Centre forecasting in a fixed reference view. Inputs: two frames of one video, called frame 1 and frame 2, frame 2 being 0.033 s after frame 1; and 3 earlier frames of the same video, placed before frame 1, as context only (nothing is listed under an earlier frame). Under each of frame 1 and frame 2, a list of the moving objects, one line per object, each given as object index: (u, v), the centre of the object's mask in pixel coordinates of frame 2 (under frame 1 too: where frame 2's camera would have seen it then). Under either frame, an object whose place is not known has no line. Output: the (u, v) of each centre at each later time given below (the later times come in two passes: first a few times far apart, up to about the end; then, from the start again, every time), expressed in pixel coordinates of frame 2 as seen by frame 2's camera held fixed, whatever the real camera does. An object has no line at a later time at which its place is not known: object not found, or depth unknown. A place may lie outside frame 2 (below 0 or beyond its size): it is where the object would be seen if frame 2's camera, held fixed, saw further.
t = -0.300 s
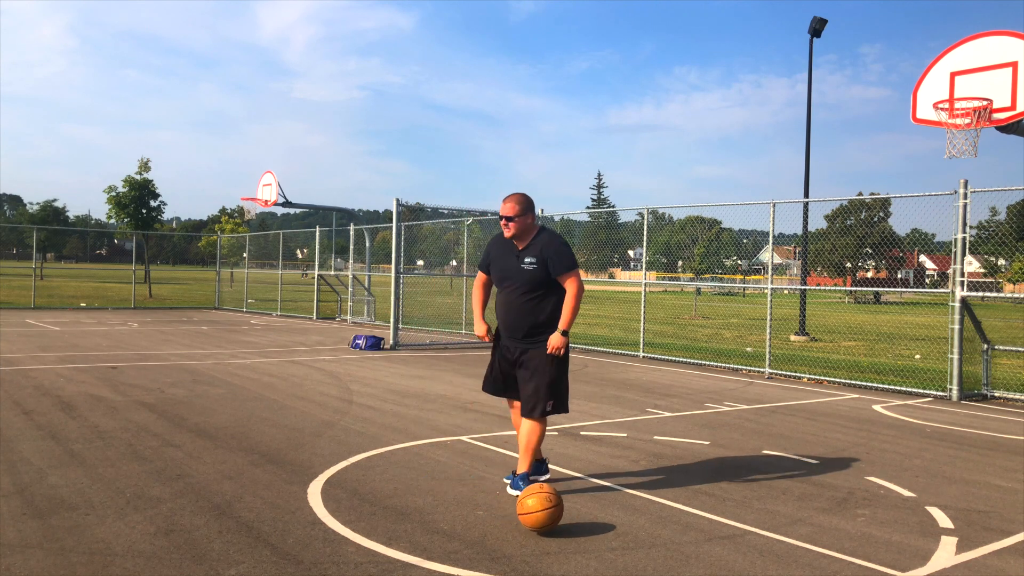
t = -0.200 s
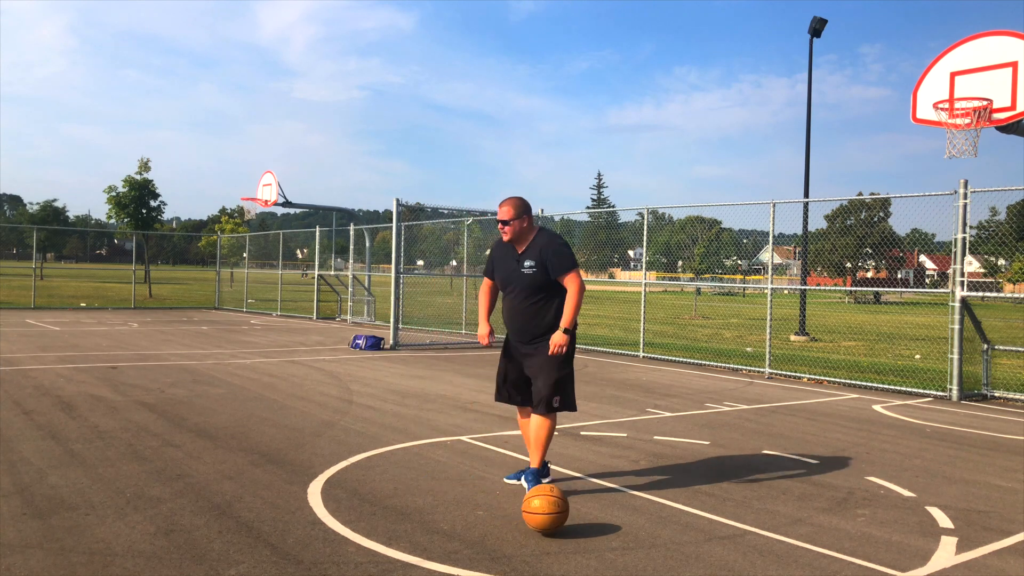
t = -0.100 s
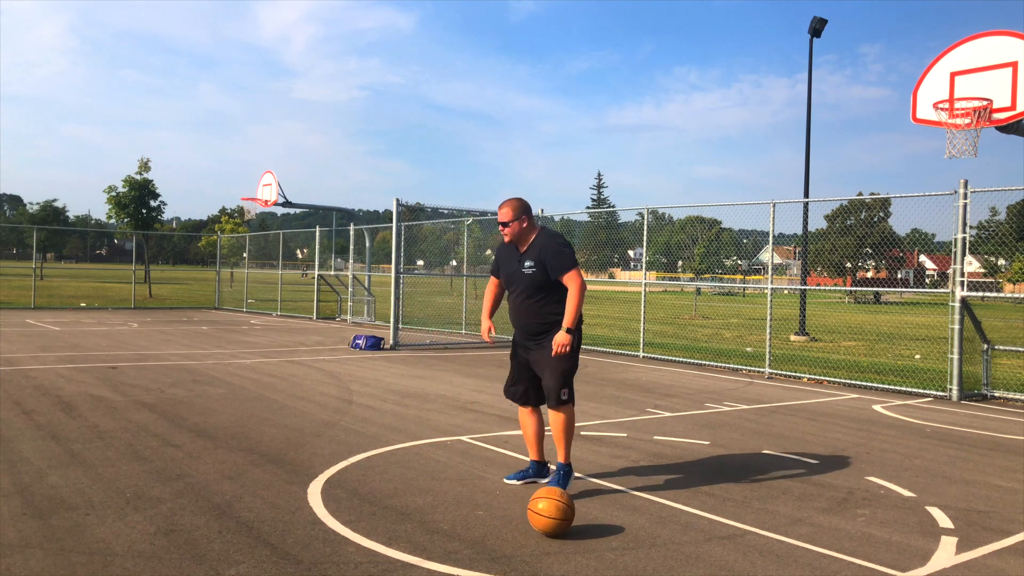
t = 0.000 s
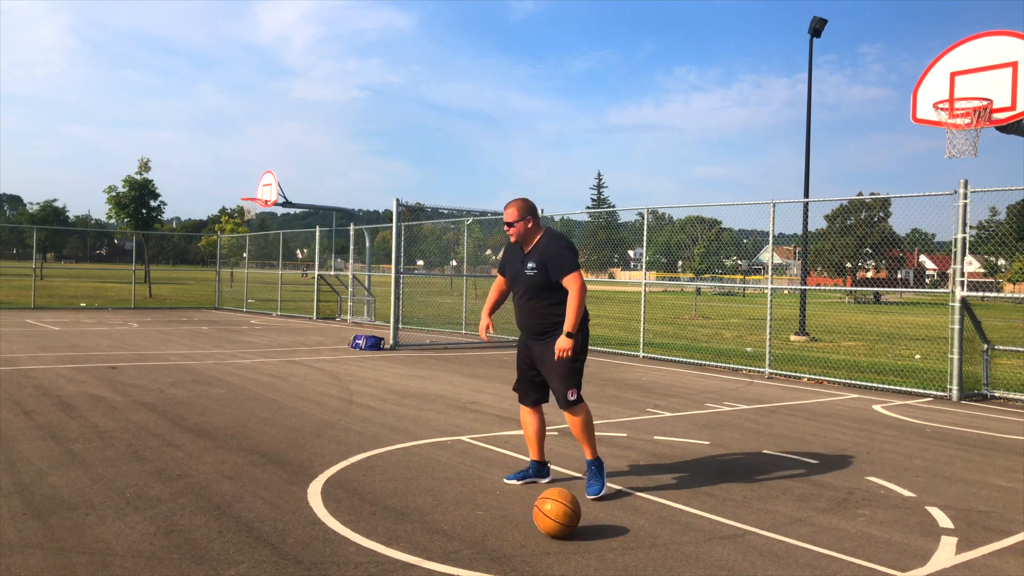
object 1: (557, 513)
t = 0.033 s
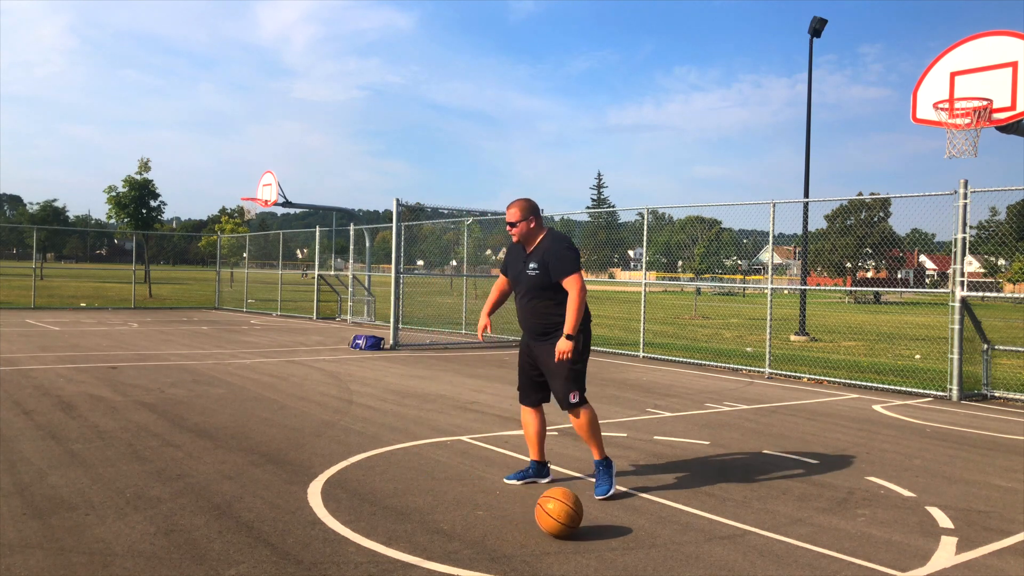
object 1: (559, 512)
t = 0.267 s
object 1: (573, 515)
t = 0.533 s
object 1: (590, 517)
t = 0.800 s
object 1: (607, 519)
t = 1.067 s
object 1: (624, 521)
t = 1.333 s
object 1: (641, 522)
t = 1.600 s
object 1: (657, 523)
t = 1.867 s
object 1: (673, 524)
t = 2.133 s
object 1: (687, 524)
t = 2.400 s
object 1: (701, 525)
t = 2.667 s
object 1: (716, 526)
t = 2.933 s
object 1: (732, 526)
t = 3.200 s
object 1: (748, 526)
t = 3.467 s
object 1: (762, 526)
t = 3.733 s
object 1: (776, 526)
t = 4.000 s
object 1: (790, 526)
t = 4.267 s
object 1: (803, 526)
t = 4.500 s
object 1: (814, 525)
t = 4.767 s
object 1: (824, 525)
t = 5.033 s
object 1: (833, 525)
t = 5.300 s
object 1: (842, 524)
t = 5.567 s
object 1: (851, 523)
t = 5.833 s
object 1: (860, 522)
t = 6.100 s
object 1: (868, 521)
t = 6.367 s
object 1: (876, 519)
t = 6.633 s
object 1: (883, 518)
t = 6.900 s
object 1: (889, 517)
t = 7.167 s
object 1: (894, 516)
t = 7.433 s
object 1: (899, 516)
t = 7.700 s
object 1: (903, 514)
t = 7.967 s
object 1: (905, 513)
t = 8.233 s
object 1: (908, 512)
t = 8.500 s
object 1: (910, 511)
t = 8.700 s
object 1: (910, 510)
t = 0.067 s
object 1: (561, 513)
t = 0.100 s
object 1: (563, 513)
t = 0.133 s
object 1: (565, 513)
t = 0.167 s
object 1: (567, 515)
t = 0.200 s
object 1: (569, 514)
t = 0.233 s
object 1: (571, 516)
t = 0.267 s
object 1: (573, 515)
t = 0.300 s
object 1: (576, 516)
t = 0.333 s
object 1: (578, 516)
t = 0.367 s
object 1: (580, 516)
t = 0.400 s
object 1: (582, 516)
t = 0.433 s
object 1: (584, 517)
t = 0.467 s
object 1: (586, 517)
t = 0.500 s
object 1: (588, 517)
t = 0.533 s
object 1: (590, 517)
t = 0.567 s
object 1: (592, 518)
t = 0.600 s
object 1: (595, 518)
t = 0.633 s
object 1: (597, 518)
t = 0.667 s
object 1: (599, 518)
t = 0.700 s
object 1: (601, 519)
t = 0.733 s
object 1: (603, 519)
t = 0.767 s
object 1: (605, 519)
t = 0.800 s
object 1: (607, 519)
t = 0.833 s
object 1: (609, 519)
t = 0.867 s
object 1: (611, 519)
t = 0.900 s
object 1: (613, 519)
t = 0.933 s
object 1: (615, 519)
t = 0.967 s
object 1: (617, 520)
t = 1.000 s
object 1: (620, 520)
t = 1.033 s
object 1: (622, 520)
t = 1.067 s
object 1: (624, 521)
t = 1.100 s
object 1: (626, 521)
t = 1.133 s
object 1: (628, 521)
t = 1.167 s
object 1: (630, 521)
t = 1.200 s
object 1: (632, 522)
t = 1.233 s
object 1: (634, 522)
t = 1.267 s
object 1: (636, 522)
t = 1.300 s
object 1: (639, 522)
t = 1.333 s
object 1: (641, 522)
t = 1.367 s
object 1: (642, 523)
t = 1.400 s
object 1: (644, 523)
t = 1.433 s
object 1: (647, 523)
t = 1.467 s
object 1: (649, 523)
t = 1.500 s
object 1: (651, 523)
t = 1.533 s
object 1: (653, 523)
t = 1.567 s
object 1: (655, 523)
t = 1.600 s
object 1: (657, 523)
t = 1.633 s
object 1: (659, 523)
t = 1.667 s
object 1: (661, 523)
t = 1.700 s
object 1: (663, 523)
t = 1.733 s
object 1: (665, 523)
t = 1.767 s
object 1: (667, 524)
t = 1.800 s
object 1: (669, 524)
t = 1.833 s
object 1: (671, 524)
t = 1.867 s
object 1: (673, 524)
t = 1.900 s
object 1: (675, 524)
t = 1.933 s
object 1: (677, 524)
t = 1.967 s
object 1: (678, 524)
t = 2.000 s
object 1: (680, 524)
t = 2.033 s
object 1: (682, 524)
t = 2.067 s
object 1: (684, 524)
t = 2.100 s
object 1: (685, 524)
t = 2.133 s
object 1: (687, 524)
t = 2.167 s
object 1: (689, 524)
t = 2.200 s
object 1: (690, 524)
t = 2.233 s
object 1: (692, 524)
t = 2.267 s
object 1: (694, 525)
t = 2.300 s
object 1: (696, 525)
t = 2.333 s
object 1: (697, 525)
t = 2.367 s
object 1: (699, 525)
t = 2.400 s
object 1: (701, 525)
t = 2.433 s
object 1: (703, 525)
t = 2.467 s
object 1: (705, 525)
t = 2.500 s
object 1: (706, 525)
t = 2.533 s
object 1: (708, 525)
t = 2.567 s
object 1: (711, 526)
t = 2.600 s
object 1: (712, 526)
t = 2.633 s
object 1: (714, 526)
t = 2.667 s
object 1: (716, 526)
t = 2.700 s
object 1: (718, 526)
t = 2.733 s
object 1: (720, 526)
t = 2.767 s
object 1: (722, 526)
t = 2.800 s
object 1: (724, 526)
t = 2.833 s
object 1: (726, 526)
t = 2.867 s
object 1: (728, 526)
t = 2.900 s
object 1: (730, 526)
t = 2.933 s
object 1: (732, 526)
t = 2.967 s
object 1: (734, 526)
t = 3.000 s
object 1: (736, 526)
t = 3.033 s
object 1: (738, 526)
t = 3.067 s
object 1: (740, 526)
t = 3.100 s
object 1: (742, 526)
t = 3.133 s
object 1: (744, 526)
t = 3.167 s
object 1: (746, 526)
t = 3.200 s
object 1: (748, 526)
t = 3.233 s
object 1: (750, 526)
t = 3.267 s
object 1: (751, 526)
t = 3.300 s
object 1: (753, 526)
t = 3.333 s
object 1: (755, 526)
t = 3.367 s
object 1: (757, 526)
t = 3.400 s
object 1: (759, 526)
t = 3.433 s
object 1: (760, 526)
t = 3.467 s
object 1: (762, 526)
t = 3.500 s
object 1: (764, 526)
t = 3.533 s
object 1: (765, 526)
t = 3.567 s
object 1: (767, 526)
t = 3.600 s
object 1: (769, 526)
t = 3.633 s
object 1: (771, 526)
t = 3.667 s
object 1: (772, 526)
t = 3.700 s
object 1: (774, 526)
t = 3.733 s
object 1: (776, 526)
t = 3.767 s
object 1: (778, 526)
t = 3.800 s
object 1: (780, 526)
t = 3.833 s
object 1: (781, 526)
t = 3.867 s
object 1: (783, 526)
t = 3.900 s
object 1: (785, 526)
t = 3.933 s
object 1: (787, 526)
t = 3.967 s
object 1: (788, 526)
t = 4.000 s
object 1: (790, 526)
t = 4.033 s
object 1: (792, 526)
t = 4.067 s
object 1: (793, 526)
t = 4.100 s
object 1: (795, 526)
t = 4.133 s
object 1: (797, 526)
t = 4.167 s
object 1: (798, 527)
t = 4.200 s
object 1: (800, 526)
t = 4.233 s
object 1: (802, 526)
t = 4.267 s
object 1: (803, 526)
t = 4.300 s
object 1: (805, 526)
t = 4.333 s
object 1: (806, 526)
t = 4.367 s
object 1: (808, 526)
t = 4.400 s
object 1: (809, 526)
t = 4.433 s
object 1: (811, 525)
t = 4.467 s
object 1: (812, 526)
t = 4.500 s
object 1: (814, 525)
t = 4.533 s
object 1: (815, 525)
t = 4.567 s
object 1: (816, 525)
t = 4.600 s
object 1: (818, 525)
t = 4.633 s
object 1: (819, 525)
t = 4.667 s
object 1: (821, 525)
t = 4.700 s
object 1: (822, 525)
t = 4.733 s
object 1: (823, 525)
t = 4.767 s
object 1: (824, 525)
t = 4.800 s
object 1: (825, 525)
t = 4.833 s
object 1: (827, 525)
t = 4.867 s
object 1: (828, 525)
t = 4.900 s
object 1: (829, 525)
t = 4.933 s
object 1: (830, 525)
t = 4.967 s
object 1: (831, 525)
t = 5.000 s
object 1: (832, 525)
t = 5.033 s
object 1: (833, 525)
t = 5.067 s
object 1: (834, 525)
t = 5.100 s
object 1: (835, 524)
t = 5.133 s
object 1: (836, 524)
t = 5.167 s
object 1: (837, 524)
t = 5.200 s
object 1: (838, 524)
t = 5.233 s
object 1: (840, 524)
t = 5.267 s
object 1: (841, 524)
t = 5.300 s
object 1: (842, 524)
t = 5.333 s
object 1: (843, 524)
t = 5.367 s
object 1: (844, 524)
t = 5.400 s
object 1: (845, 524)
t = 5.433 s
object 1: (846, 524)
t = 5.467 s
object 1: (848, 523)
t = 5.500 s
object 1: (849, 523)
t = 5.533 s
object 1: (850, 523)
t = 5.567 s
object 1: (851, 523)
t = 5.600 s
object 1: (852, 523)
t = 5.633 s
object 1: (853, 523)
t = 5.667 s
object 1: (854, 523)
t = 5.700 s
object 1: (855, 523)
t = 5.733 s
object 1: (857, 523)
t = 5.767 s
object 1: (858, 522)
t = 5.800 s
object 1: (859, 522)
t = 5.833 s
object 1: (860, 522)
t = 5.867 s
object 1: (861, 522)
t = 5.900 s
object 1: (862, 522)
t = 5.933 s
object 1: (863, 522)
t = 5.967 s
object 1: (864, 522)
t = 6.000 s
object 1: (865, 521)
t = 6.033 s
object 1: (866, 521)
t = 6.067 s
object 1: (867, 521)
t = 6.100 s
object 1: (868, 521)
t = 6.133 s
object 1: (870, 521)
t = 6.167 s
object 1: (871, 520)
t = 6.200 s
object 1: (872, 520)
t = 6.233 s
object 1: (873, 520)
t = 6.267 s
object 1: (874, 520)
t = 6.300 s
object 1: (874, 520)
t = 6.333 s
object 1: (875, 520)
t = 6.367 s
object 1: (876, 519)
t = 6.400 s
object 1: (877, 519)
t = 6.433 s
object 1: (878, 519)
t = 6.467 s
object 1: (879, 519)
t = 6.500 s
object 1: (879, 519)
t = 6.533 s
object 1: (881, 519)
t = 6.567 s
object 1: (881, 519)
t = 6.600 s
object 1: (882, 518)
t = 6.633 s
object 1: (883, 518)
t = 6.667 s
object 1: (884, 518)
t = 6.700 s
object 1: (884, 518)
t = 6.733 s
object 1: (885, 518)
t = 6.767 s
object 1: (886, 518)
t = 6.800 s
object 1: (887, 518)
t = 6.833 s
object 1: (888, 518)
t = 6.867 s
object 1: (888, 518)
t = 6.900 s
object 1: (889, 517)
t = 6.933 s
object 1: (890, 517)
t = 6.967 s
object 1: (890, 517)
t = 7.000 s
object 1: (891, 517)
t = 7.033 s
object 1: (891, 517)
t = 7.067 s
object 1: (892, 517)
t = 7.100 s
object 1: (892, 517)
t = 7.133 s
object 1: (893, 517)
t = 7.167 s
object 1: (894, 516)
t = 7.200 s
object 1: (895, 516)
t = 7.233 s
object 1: (896, 517)
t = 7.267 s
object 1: (896, 516)
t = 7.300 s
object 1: (897, 516)
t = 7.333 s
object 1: (897, 516)
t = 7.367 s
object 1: (898, 516)
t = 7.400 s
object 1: (898, 516)
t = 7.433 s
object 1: (899, 516)
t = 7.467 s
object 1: (900, 516)
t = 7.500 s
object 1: (900, 515)
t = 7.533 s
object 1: (900, 515)
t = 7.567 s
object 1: (901, 515)
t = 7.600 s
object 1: (901, 515)
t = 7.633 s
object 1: (902, 515)
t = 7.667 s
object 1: (902, 514)
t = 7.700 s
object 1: (903, 514)
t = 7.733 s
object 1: (903, 515)
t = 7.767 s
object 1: (903, 514)
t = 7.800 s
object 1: (904, 514)
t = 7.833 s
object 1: (904, 514)
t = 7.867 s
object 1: (905, 514)
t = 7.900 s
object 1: (905, 514)
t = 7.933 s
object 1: (905, 514)
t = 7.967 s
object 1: (905, 513)
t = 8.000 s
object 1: (906, 513)
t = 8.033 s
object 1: (906, 513)
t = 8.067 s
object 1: (907, 513)
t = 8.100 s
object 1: (907, 513)
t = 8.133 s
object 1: (907, 513)
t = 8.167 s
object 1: (907, 512)
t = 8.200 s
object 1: (908, 512)
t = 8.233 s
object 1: (908, 512)
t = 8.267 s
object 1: (908, 512)
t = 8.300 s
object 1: (908, 512)
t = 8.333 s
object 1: (909, 512)
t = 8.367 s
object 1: (909, 511)
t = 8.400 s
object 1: (909, 511)
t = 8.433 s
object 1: (909, 511)
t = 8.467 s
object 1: (909, 511)
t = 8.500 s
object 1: (910, 511)
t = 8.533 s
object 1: (910, 511)
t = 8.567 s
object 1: (910, 510)
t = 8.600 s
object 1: (910, 511)
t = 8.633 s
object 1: (910, 510)
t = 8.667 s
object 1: (910, 510)
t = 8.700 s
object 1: (910, 510)
